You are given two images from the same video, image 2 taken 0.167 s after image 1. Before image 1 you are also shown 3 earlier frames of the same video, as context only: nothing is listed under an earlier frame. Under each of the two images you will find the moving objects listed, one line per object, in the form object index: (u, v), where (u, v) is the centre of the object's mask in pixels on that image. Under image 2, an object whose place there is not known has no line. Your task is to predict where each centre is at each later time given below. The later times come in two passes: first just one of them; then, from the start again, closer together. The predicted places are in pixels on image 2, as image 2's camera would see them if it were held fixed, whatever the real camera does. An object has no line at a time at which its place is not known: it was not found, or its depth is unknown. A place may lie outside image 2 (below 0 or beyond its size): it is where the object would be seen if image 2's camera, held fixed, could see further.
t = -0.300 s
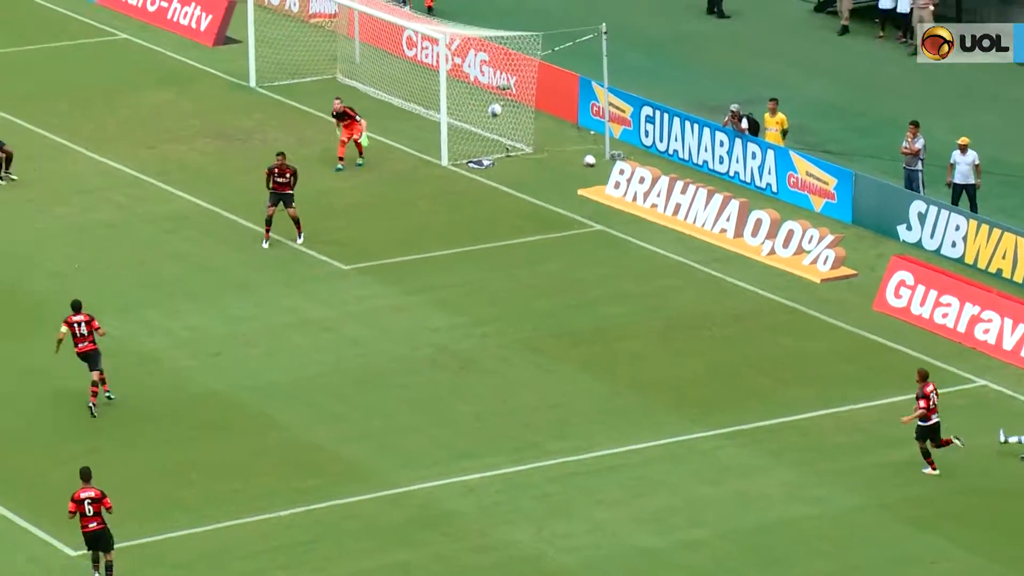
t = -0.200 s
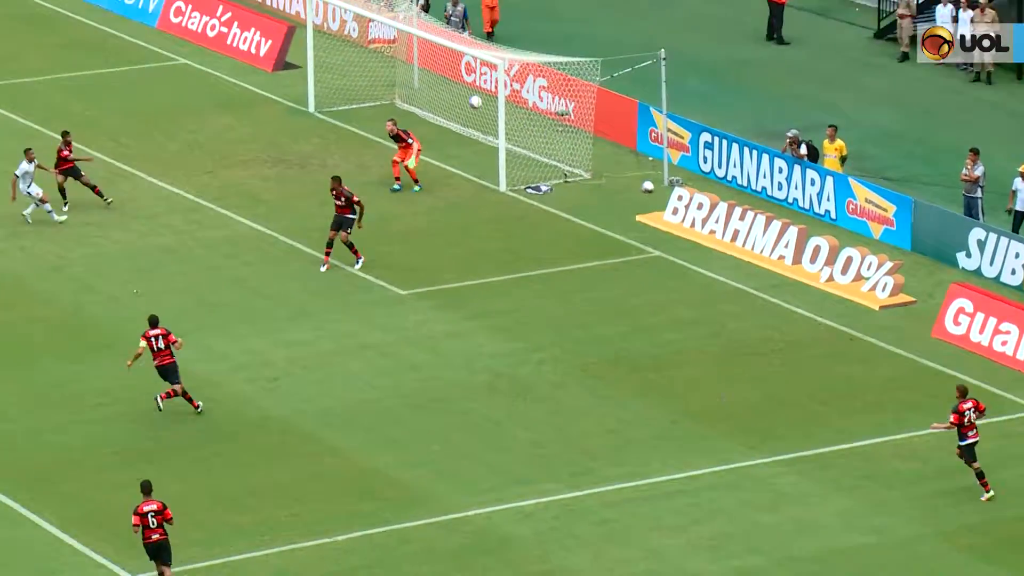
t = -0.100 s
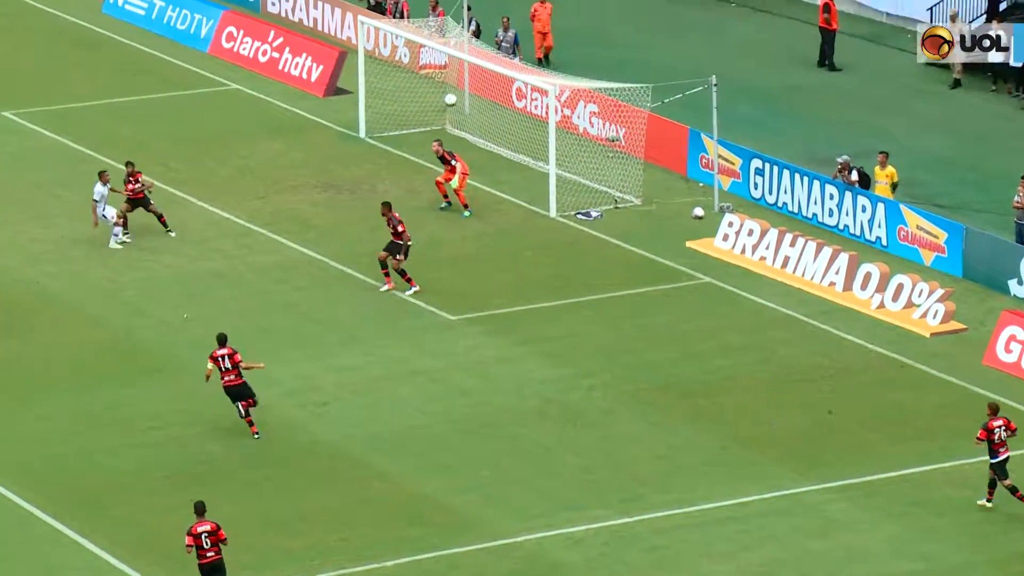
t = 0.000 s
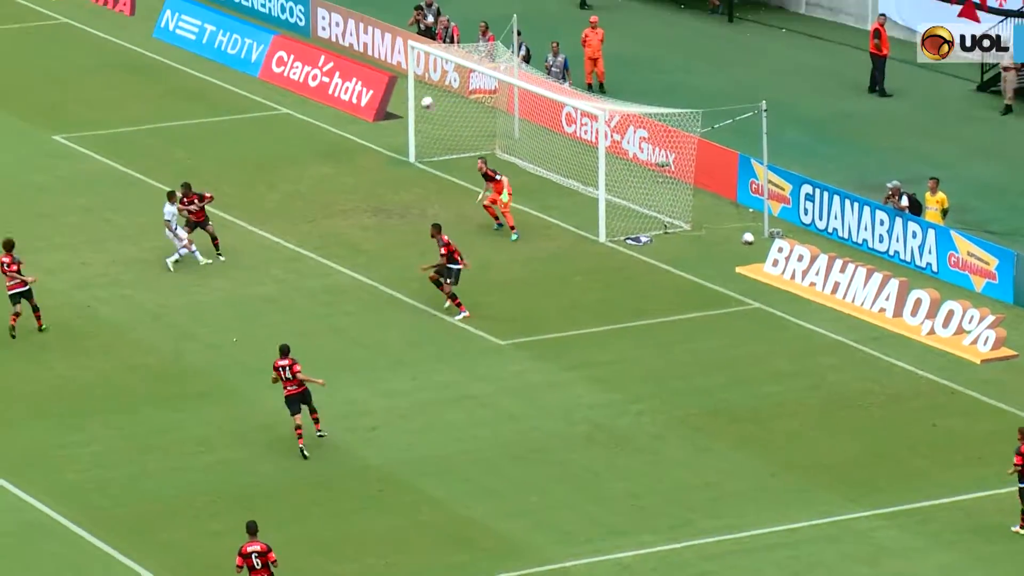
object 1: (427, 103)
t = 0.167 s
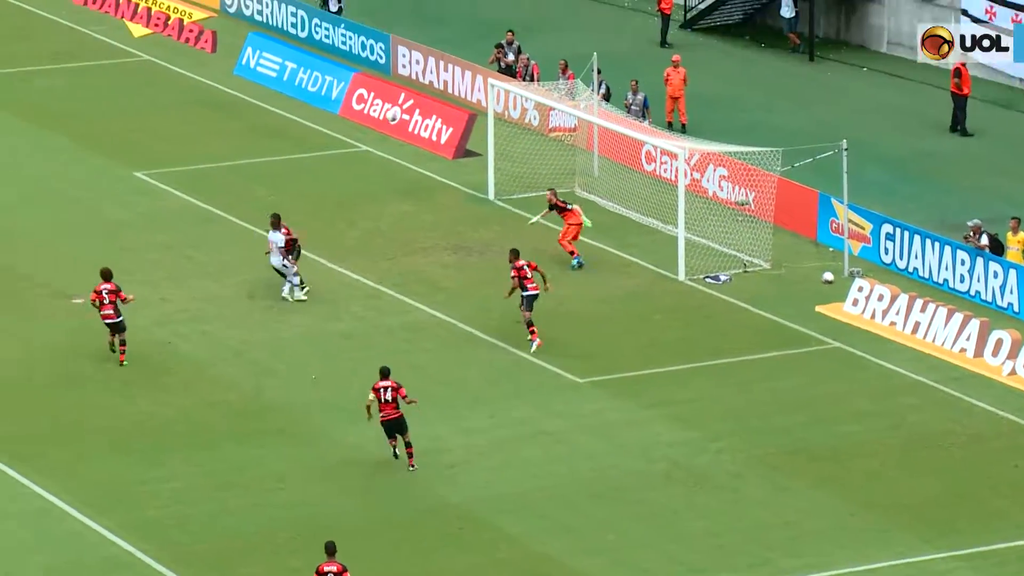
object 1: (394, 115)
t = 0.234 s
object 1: (349, 110)
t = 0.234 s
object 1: (349, 110)
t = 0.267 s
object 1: (329, 108)
